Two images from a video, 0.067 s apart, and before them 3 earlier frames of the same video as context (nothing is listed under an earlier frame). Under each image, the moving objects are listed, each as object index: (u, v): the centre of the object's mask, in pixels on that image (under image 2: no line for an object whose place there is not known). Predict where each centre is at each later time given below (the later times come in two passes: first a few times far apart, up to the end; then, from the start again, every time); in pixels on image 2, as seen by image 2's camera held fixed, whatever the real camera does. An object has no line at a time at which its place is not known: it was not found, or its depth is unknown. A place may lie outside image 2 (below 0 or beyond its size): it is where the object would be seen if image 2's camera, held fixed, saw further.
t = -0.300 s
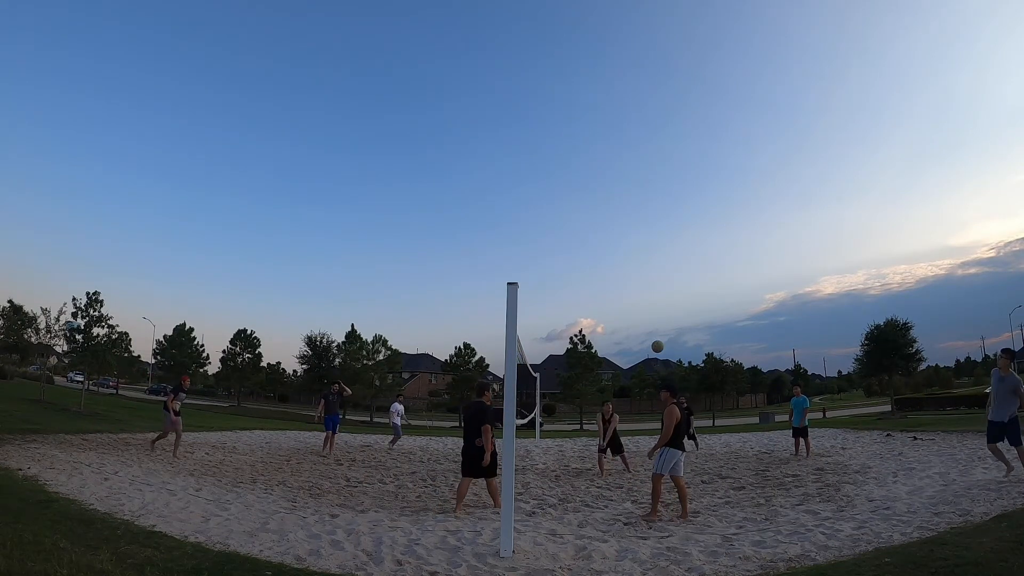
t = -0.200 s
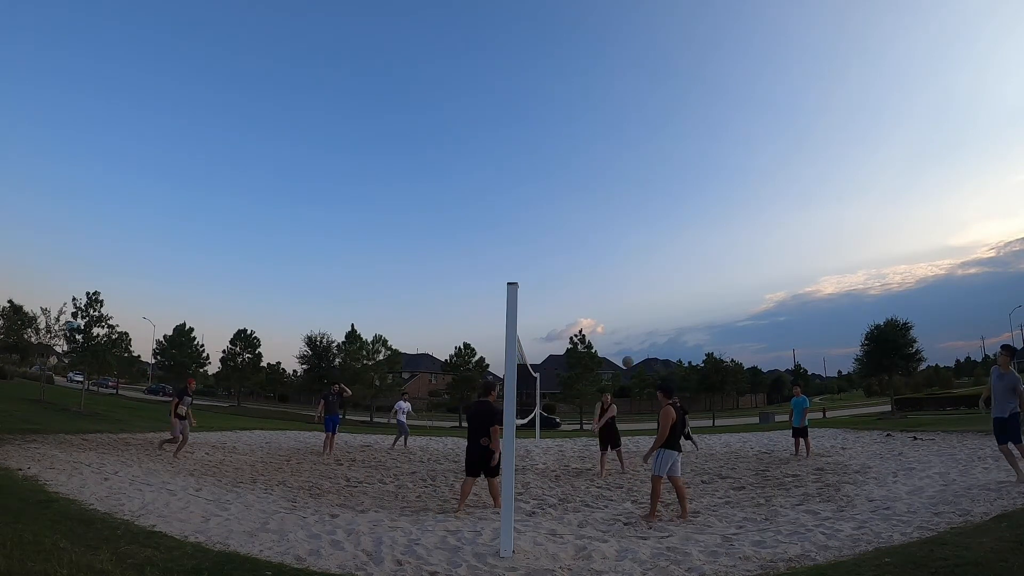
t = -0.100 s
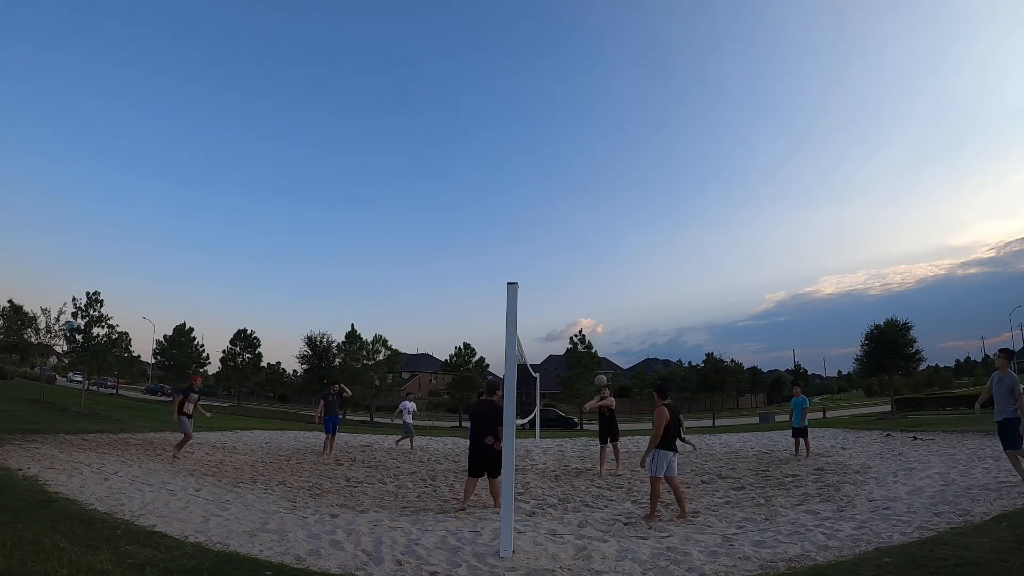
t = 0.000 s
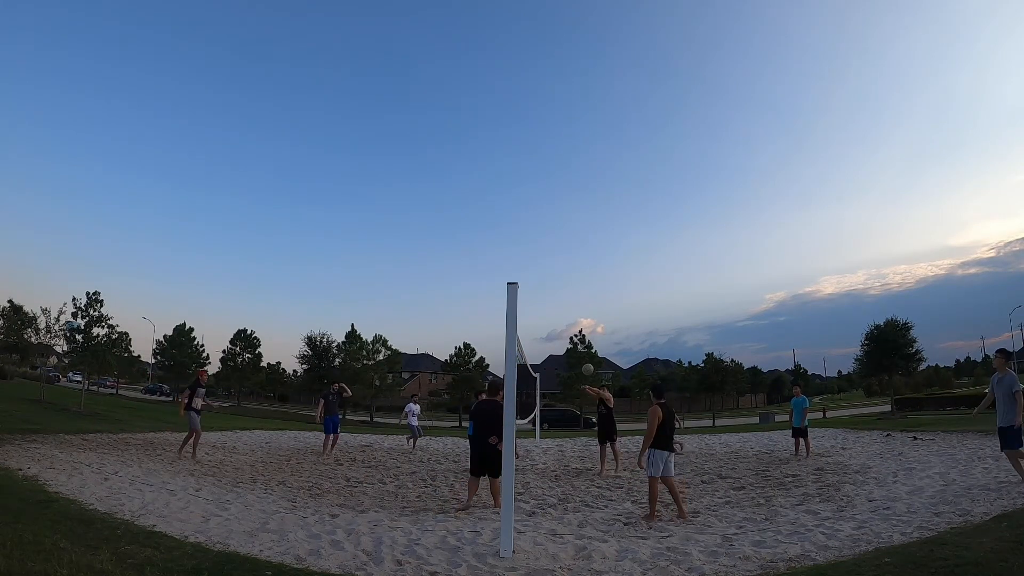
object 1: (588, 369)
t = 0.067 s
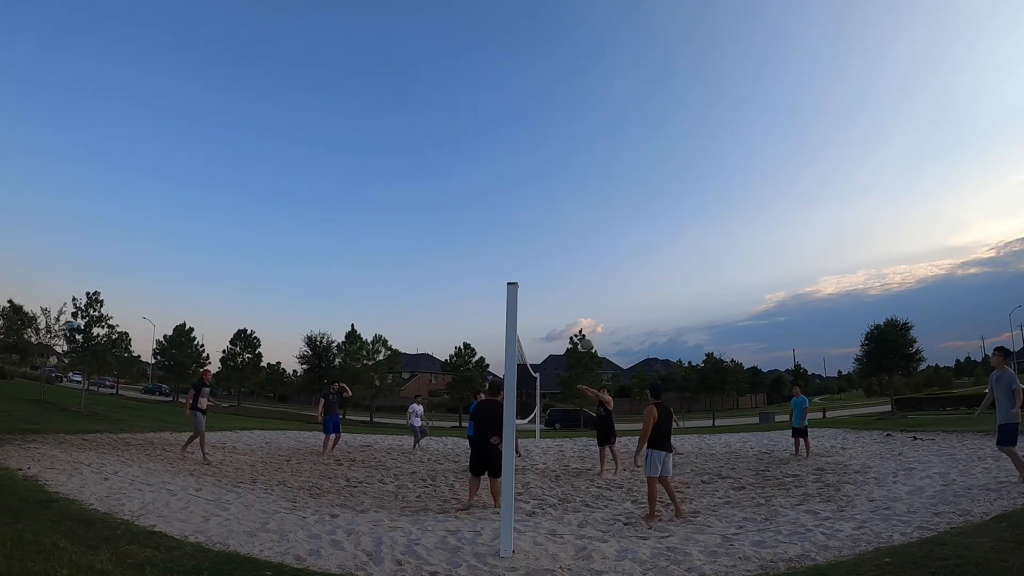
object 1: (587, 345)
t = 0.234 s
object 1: (583, 295)
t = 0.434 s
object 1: (580, 258)
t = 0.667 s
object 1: (576, 241)
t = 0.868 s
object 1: (573, 244)
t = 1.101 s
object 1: (571, 267)
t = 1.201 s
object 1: (570, 283)
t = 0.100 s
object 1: (586, 333)
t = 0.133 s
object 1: (585, 322)
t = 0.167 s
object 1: (585, 313)
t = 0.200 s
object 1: (584, 303)
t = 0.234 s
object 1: (583, 295)
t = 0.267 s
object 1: (583, 287)
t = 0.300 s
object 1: (582, 280)
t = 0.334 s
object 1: (581, 274)
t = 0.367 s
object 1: (581, 268)
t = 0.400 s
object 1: (580, 263)
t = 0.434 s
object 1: (580, 258)
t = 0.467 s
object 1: (579, 254)
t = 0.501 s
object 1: (579, 251)
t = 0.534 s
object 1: (578, 248)
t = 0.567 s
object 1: (578, 245)
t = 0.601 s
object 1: (577, 243)
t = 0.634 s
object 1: (577, 242)
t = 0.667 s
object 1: (576, 241)
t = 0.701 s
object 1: (576, 240)
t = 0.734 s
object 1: (575, 240)
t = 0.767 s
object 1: (575, 240)
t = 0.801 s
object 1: (574, 241)
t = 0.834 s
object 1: (574, 242)
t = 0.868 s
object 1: (573, 244)
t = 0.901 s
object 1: (573, 246)
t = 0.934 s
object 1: (573, 248)
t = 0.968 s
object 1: (572, 251)
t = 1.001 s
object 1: (572, 254)
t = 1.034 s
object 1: (571, 258)
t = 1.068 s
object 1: (571, 262)
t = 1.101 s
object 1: (571, 267)
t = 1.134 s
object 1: (570, 271)
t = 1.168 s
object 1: (570, 277)
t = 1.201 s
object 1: (570, 283)
